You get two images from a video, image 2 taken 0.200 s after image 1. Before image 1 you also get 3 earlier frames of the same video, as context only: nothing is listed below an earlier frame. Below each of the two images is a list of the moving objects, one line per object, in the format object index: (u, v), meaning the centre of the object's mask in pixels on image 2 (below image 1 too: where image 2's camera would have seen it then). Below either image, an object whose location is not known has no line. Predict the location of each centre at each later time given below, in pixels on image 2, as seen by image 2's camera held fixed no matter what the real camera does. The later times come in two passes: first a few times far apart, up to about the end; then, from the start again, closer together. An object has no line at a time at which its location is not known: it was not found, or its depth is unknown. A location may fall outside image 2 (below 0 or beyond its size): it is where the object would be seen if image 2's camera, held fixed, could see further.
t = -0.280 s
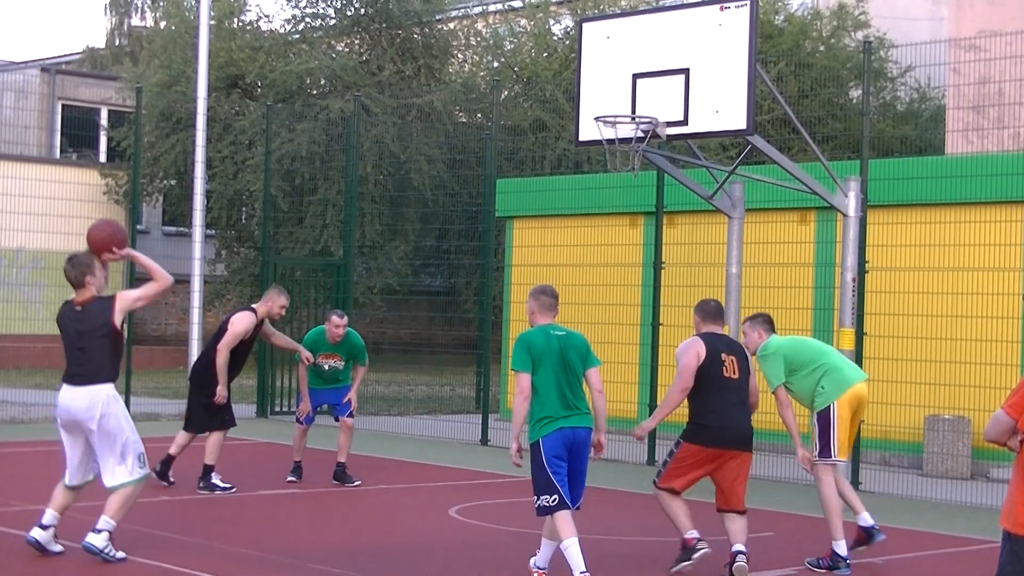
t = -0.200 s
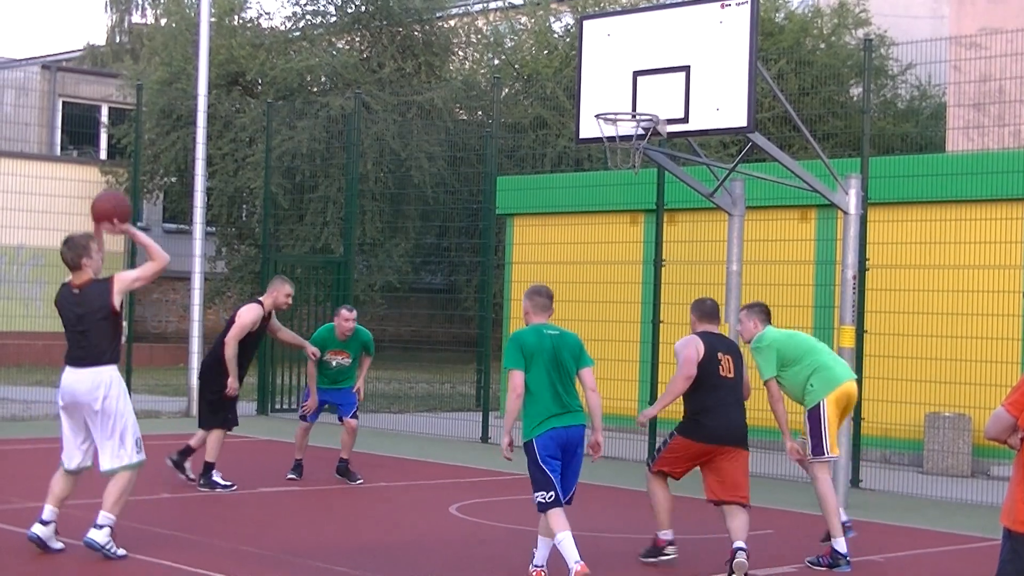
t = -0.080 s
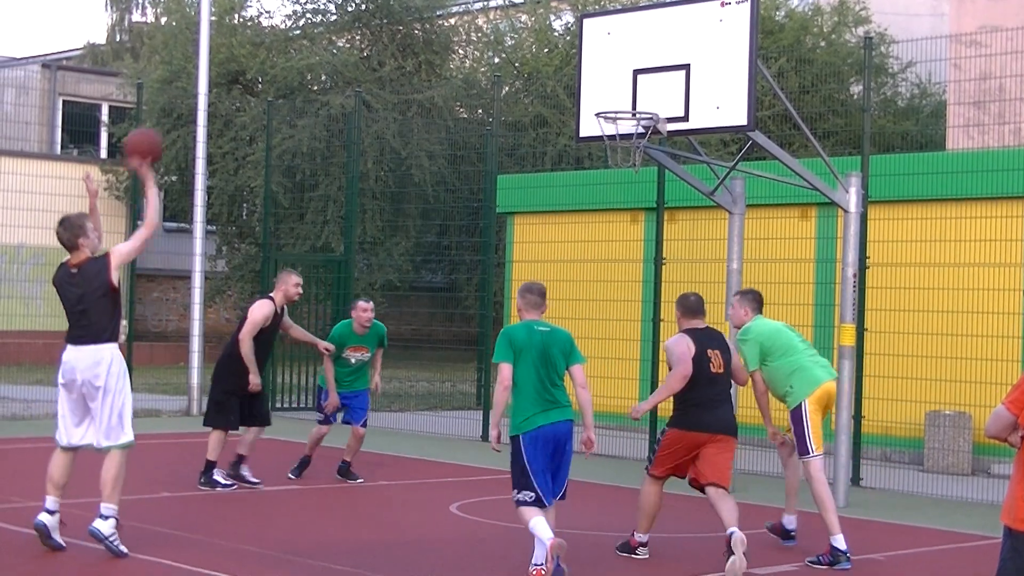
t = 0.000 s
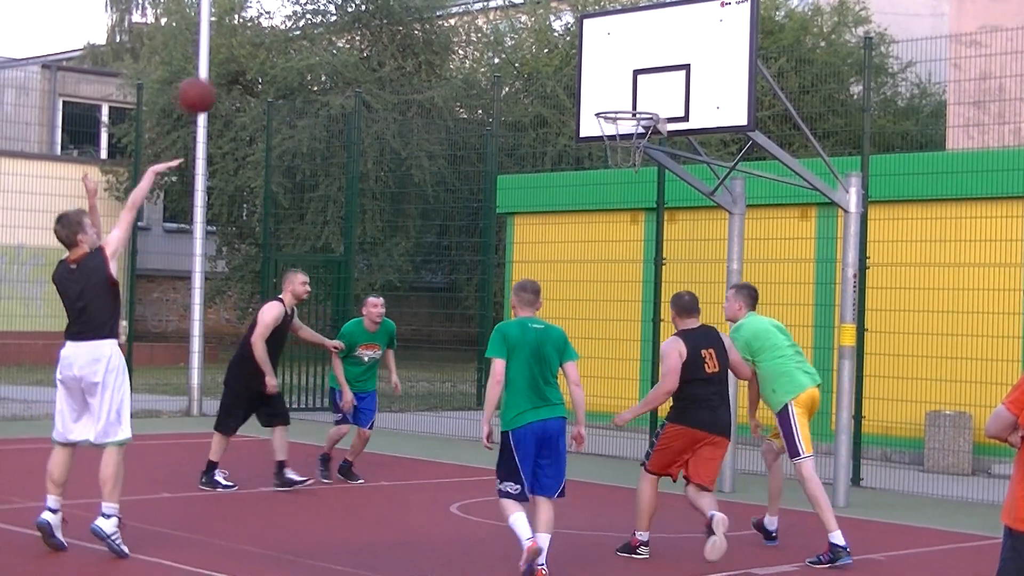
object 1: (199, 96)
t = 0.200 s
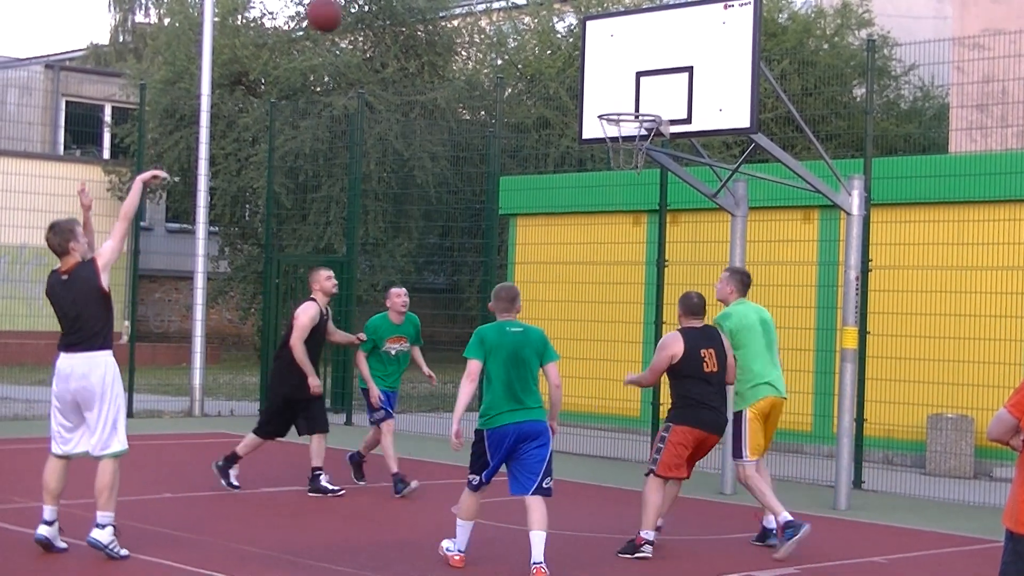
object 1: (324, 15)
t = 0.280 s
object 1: (370, 7)
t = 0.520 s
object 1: (493, 14)
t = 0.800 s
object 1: (597, 99)
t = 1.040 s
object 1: (528, 62)
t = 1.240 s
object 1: (464, 91)
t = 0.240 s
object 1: (348, 10)
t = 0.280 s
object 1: (370, 7)
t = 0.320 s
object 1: (391, 5)
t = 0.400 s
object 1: (434, 3)
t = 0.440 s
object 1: (453, 4)
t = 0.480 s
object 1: (474, 6)
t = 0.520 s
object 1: (493, 14)
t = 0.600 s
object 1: (529, 35)
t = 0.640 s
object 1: (547, 49)
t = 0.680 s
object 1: (565, 63)
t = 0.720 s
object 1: (582, 80)
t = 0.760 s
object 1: (599, 99)
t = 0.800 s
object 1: (597, 99)
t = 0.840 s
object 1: (586, 88)
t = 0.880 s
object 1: (575, 79)
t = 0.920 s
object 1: (564, 71)
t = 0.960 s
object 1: (552, 66)
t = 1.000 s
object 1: (541, 63)
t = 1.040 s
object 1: (528, 62)
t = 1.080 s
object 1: (516, 64)
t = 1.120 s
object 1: (504, 67)
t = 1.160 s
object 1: (490, 73)
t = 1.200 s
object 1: (477, 81)
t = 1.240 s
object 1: (464, 91)
